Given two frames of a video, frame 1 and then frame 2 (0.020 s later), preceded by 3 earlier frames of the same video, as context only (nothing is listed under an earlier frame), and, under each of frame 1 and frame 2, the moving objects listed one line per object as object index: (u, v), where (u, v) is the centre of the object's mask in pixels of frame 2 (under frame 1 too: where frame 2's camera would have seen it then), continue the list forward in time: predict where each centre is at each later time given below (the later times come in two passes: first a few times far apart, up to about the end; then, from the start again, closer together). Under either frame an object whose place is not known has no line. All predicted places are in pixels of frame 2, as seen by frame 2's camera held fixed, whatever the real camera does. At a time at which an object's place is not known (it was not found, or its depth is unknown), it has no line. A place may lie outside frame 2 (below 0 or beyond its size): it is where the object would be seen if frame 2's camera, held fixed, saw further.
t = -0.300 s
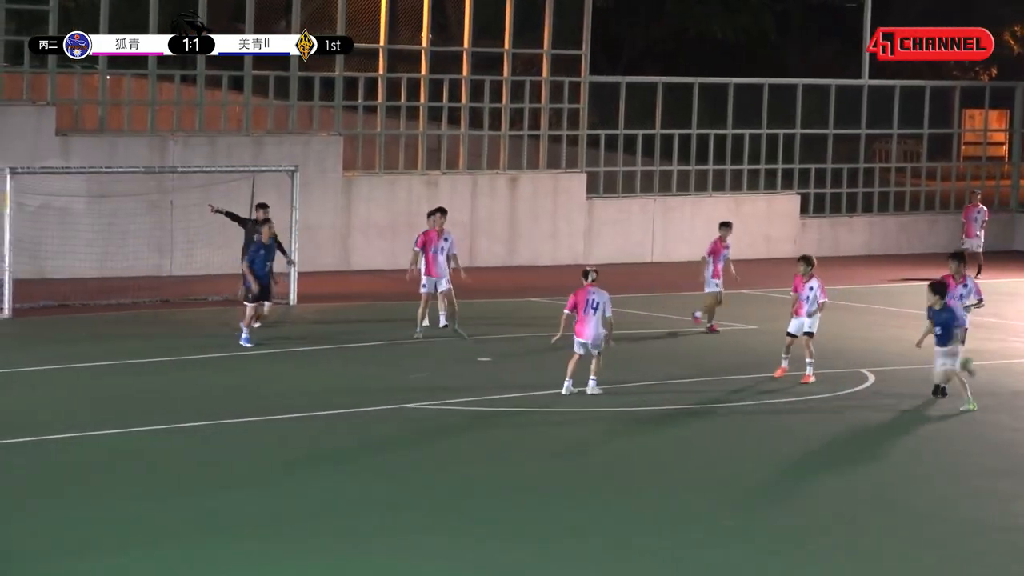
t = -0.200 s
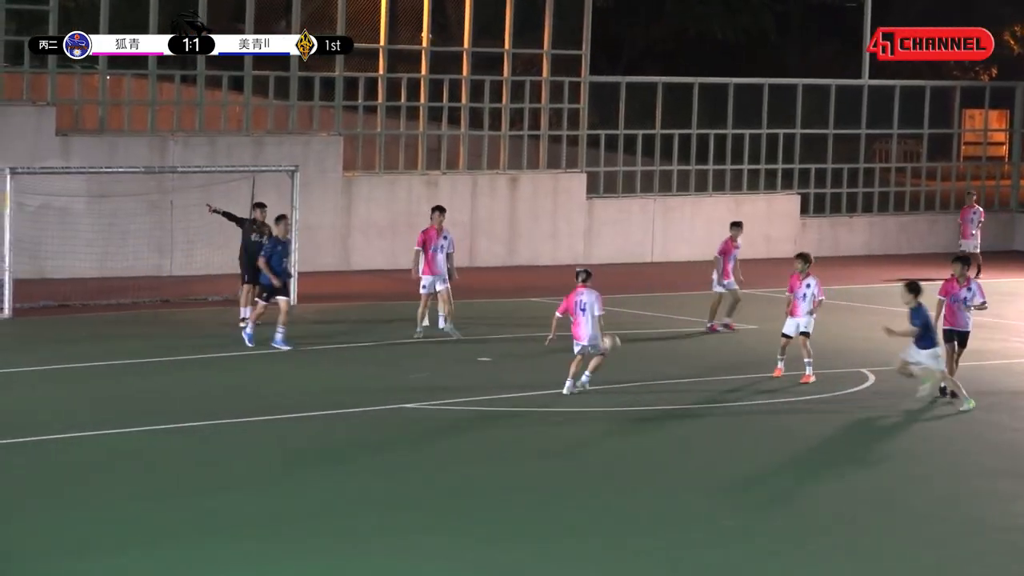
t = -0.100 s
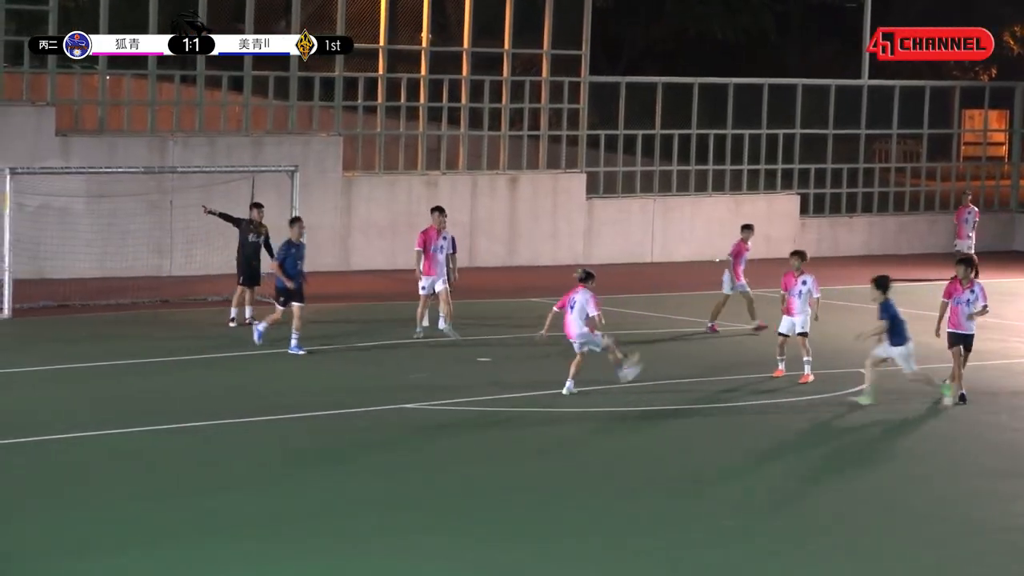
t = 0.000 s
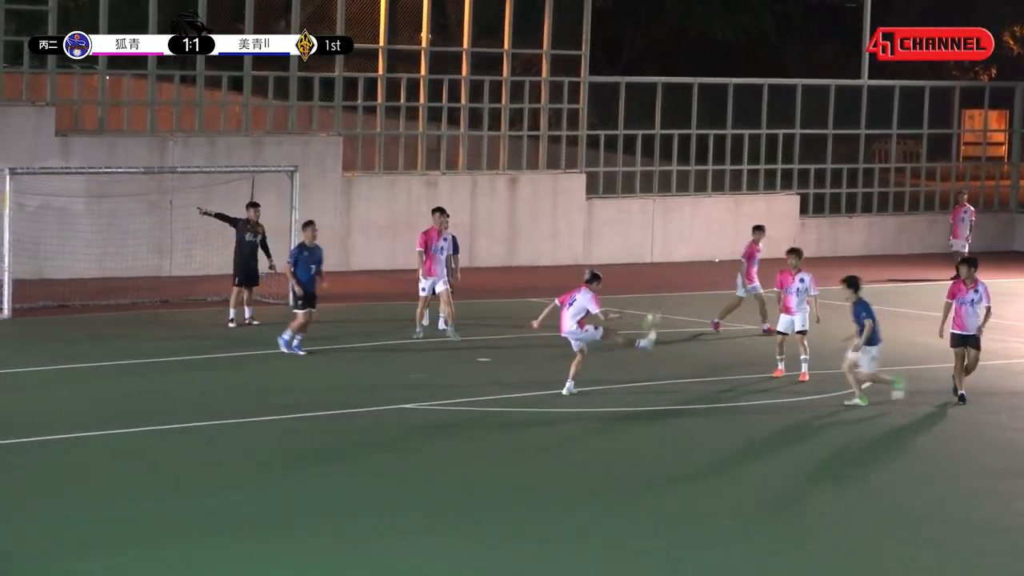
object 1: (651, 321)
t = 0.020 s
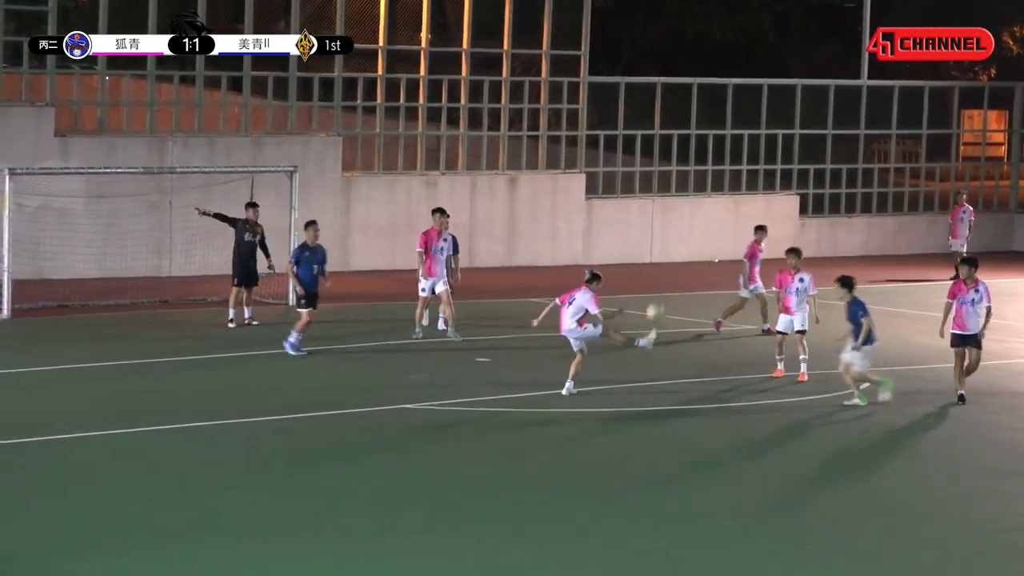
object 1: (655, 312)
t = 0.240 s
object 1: (697, 251)
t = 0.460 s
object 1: (735, 230)
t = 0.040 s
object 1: (657, 304)
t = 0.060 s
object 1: (661, 297)
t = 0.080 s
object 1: (665, 291)
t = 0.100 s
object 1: (669, 285)
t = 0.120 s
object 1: (673, 279)
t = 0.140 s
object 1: (676, 274)
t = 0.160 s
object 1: (680, 269)
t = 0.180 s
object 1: (684, 264)
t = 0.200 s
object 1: (688, 259)
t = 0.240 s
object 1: (697, 251)
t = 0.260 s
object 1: (700, 248)
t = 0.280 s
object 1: (703, 244)
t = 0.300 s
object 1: (706, 242)
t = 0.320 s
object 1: (710, 239)
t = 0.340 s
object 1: (713, 237)
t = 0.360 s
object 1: (718, 235)
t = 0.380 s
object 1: (721, 234)
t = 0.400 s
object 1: (724, 232)
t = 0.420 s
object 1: (728, 231)
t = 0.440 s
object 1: (731, 230)
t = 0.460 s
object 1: (735, 230)
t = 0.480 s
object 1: (739, 230)
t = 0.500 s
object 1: (742, 231)
